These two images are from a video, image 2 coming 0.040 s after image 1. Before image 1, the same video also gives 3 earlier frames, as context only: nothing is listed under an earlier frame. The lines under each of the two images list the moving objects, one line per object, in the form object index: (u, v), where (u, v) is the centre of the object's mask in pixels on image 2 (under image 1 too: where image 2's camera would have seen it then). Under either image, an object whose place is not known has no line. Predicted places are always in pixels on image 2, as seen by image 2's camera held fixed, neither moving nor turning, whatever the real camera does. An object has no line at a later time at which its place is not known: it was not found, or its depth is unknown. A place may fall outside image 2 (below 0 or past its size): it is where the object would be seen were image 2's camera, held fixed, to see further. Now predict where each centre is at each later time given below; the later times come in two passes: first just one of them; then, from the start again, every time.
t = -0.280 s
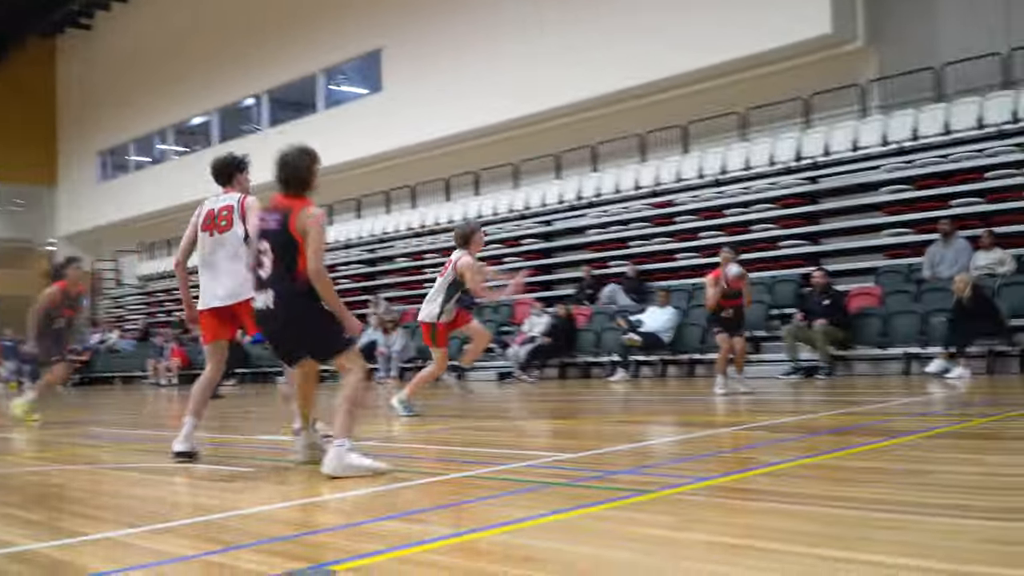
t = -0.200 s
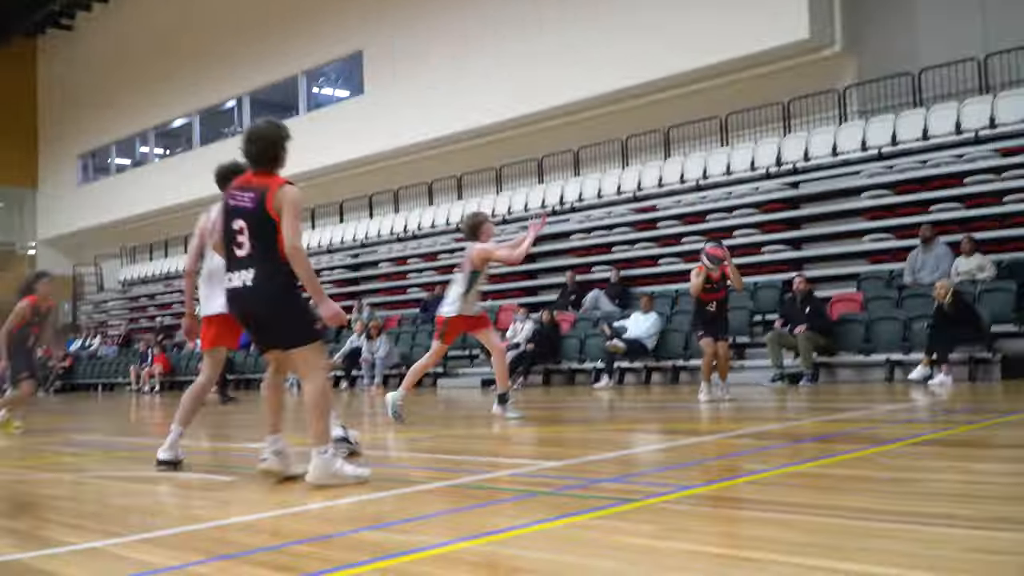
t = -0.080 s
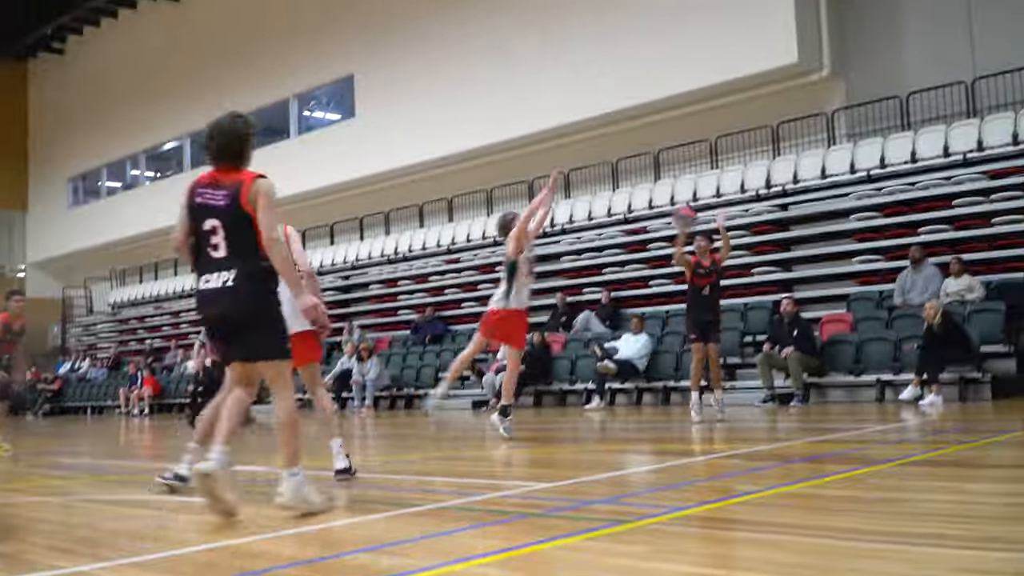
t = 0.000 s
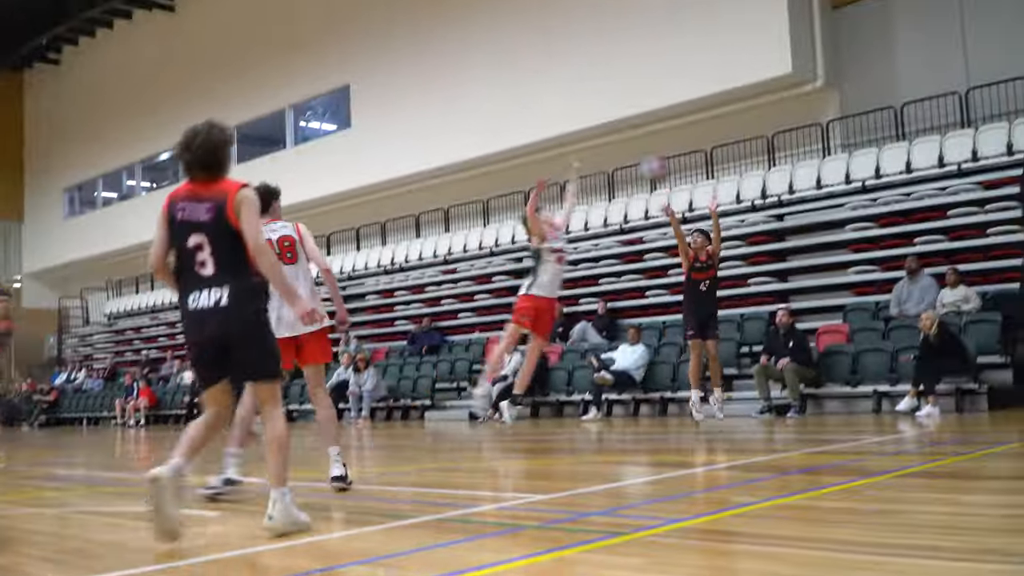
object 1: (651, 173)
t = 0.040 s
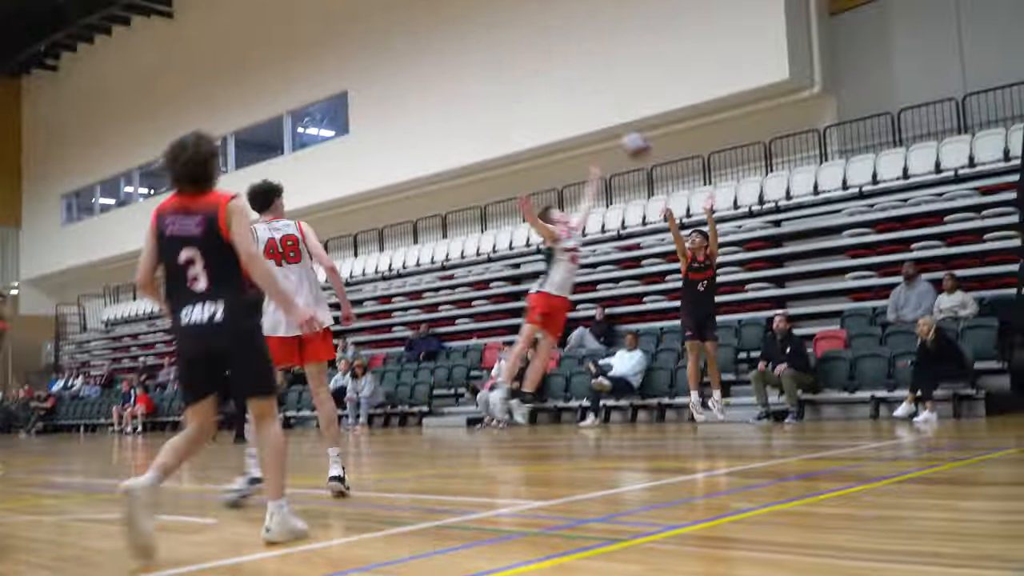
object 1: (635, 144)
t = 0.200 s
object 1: (571, 31)
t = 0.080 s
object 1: (621, 117)
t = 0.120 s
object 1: (605, 87)
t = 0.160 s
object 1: (588, 59)
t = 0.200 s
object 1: (571, 31)
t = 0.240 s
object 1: (552, 5)
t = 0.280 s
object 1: (533, -18)
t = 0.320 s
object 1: (515, -41)
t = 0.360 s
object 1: (496, -63)
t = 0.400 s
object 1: (477, -85)
